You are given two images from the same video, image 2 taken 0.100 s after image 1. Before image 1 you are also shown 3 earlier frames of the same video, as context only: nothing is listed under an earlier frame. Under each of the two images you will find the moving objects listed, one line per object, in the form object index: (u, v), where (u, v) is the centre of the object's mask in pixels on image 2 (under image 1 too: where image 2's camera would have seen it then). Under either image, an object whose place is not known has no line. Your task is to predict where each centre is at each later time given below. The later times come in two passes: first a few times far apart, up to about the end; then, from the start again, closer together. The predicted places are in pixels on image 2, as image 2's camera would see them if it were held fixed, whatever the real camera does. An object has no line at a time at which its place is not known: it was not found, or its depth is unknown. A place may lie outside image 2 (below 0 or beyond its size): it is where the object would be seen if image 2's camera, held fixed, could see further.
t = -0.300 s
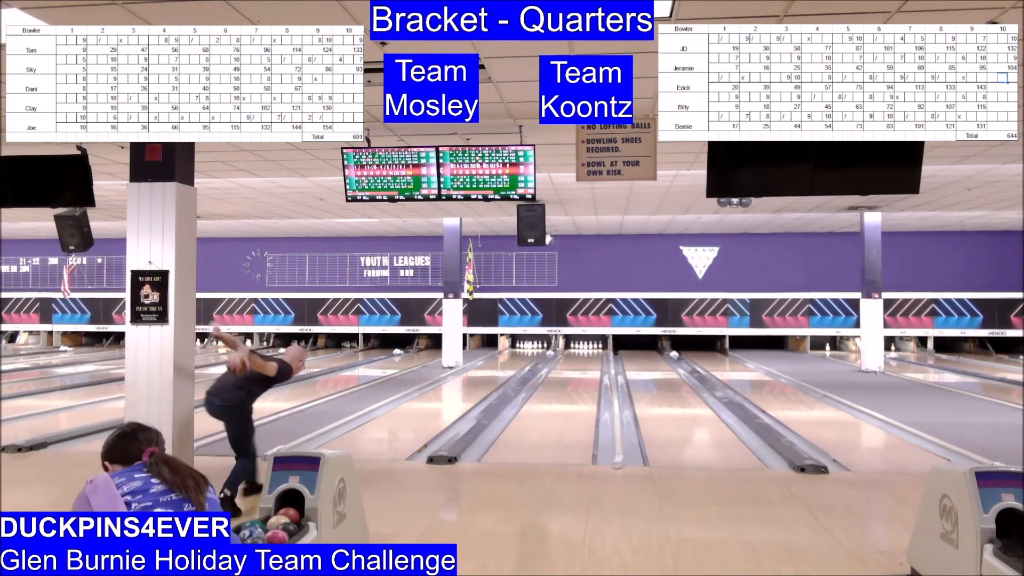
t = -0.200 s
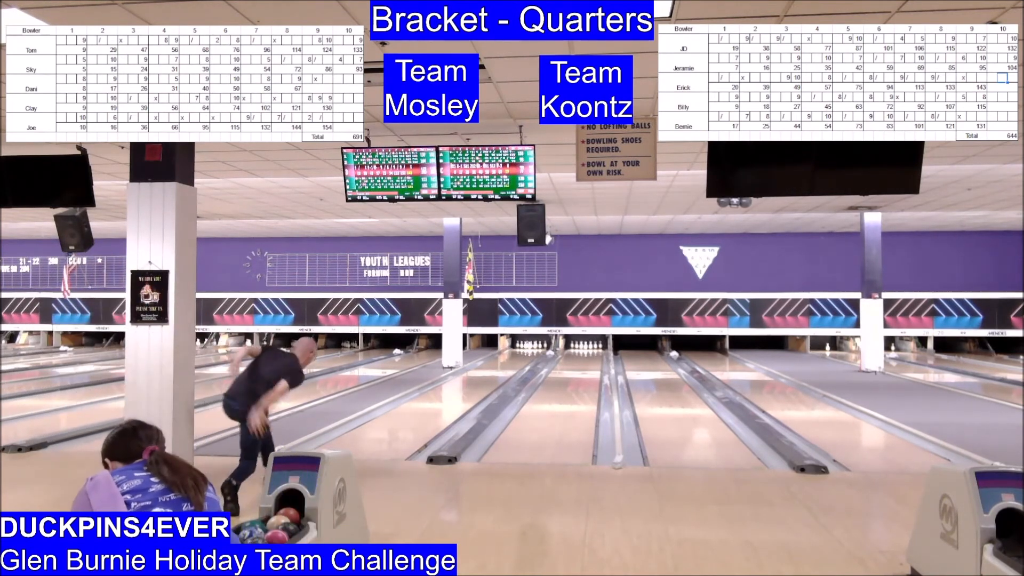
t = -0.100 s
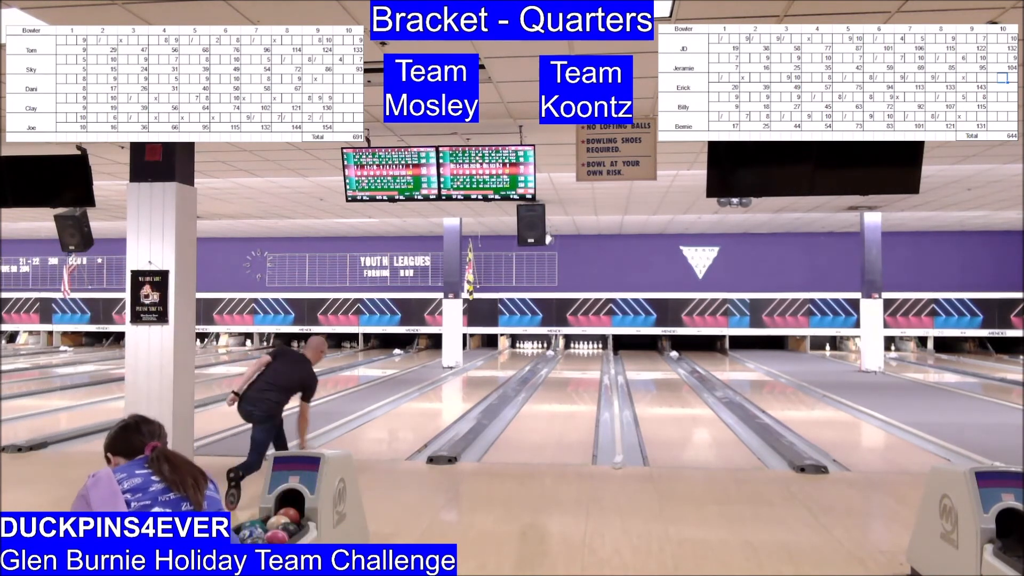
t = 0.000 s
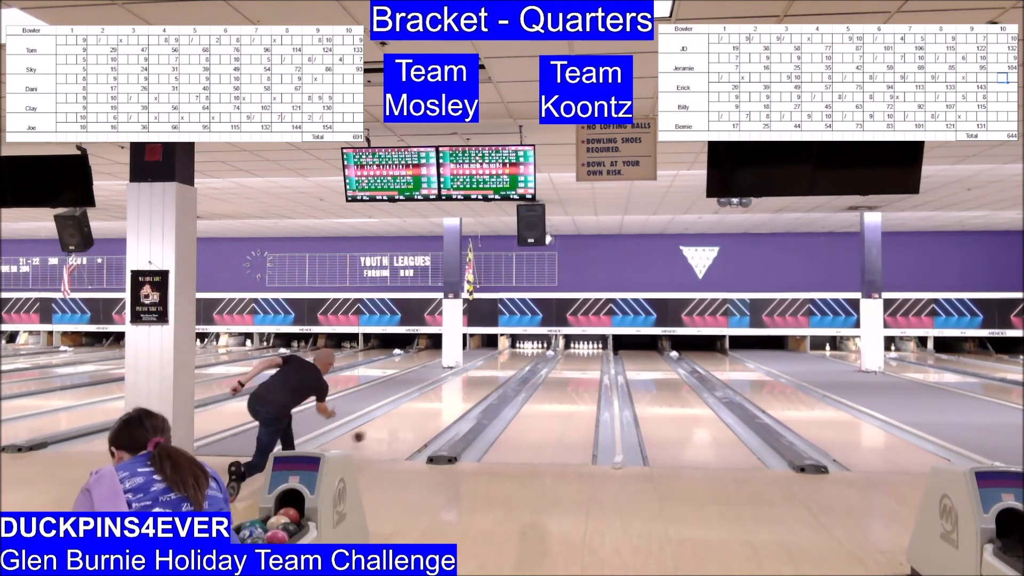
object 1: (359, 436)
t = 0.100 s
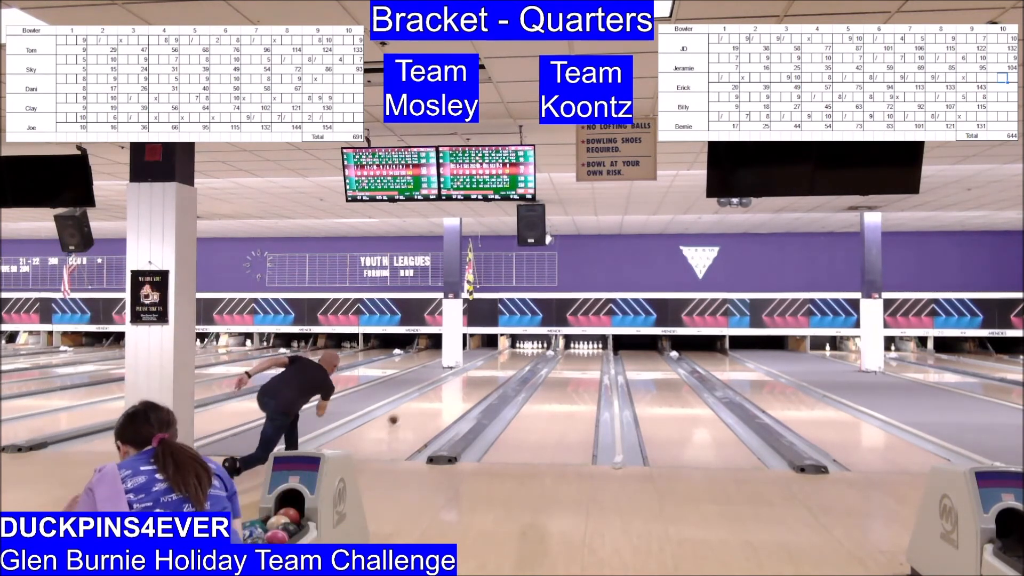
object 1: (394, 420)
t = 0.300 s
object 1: (437, 397)
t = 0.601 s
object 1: (479, 373)
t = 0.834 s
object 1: (499, 364)
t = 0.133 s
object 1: (403, 415)
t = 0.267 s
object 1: (431, 400)
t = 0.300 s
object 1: (437, 397)
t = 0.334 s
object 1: (443, 393)
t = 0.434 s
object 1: (459, 384)
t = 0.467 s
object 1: (463, 382)
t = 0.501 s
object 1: (468, 380)
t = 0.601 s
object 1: (479, 373)
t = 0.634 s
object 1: (483, 372)
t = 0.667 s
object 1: (486, 371)
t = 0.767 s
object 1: (494, 367)
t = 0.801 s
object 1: (496, 365)
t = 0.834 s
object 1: (499, 364)
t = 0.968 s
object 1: (509, 358)
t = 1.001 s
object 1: (510, 358)
